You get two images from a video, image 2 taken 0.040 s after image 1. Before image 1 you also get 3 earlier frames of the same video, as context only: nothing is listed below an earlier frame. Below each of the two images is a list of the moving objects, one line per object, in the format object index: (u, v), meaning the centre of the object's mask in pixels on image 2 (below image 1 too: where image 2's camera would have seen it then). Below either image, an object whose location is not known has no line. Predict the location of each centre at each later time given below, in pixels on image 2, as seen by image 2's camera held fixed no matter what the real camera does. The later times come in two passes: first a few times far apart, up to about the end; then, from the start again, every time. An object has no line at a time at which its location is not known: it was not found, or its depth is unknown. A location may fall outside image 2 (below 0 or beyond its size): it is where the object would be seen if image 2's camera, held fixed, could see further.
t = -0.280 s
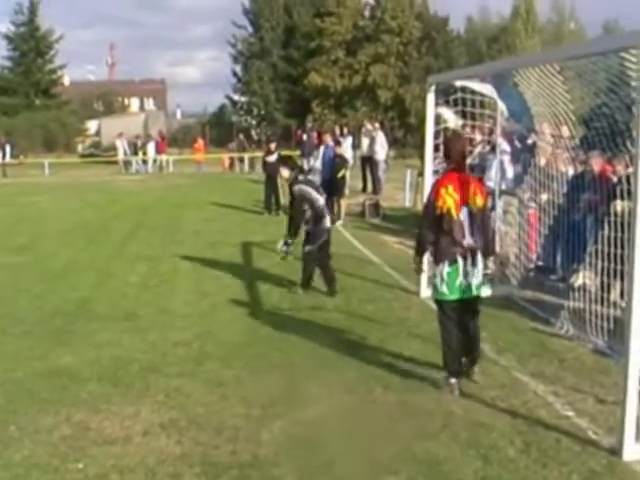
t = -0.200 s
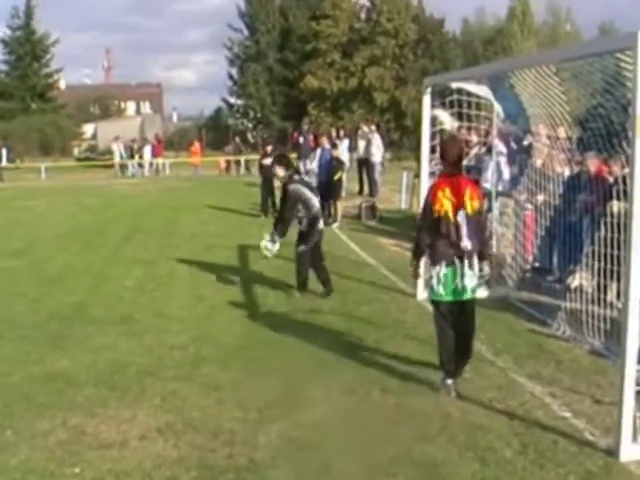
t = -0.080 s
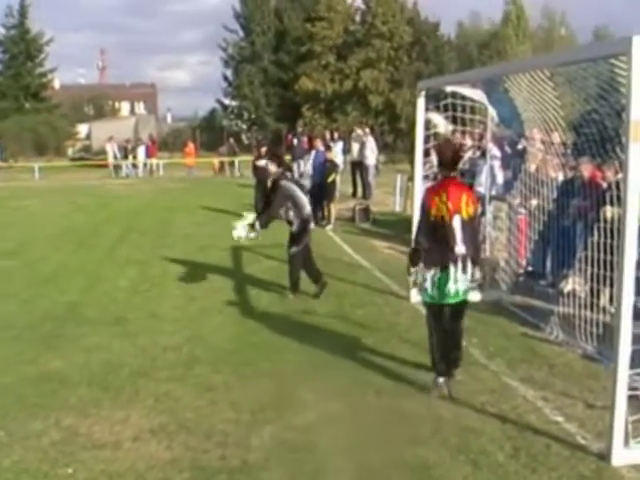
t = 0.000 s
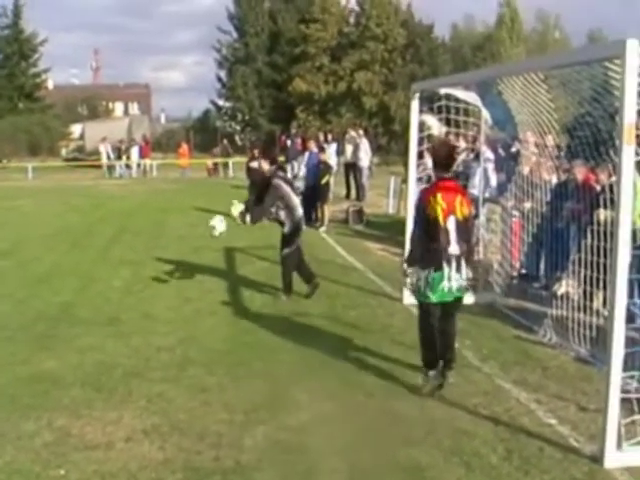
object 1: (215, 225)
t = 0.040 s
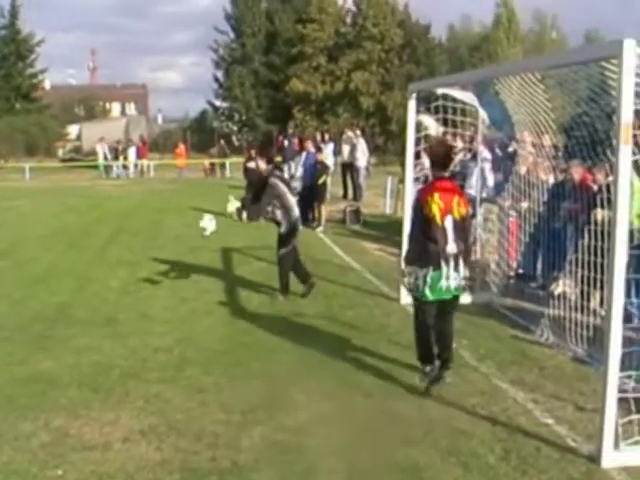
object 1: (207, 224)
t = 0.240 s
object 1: (169, 243)
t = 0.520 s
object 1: (121, 290)
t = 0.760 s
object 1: (90, 283)
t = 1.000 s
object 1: (59, 306)
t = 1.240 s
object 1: (27, 319)
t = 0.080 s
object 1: (200, 224)
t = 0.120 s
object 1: (192, 227)
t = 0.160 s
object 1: (184, 230)
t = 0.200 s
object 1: (177, 236)
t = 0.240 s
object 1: (169, 243)
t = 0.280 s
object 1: (161, 252)
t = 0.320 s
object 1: (154, 264)
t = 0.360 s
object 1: (146, 276)
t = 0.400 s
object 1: (138, 291)
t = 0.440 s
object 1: (131, 305)
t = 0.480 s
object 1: (126, 297)
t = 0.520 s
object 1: (121, 290)
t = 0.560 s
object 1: (116, 284)
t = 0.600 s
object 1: (110, 280)
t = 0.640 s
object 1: (105, 278)
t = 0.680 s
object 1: (100, 278)
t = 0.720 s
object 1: (95, 279)
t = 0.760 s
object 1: (90, 283)
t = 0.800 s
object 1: (85, 288)
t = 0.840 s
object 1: (80, 295)
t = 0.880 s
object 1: (75, 304)
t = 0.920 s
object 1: (70, 314)
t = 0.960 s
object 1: (64, 311)
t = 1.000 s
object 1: (59, 306)
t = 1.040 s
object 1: (54, 304)
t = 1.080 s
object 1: (48, 303)
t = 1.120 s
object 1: (43, 305)
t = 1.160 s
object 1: (38, 308)
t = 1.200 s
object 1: (33, 313)
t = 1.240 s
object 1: (27, 319)
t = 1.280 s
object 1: (22, 320)
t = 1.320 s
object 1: (19, 319)
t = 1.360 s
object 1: (16, 319)
